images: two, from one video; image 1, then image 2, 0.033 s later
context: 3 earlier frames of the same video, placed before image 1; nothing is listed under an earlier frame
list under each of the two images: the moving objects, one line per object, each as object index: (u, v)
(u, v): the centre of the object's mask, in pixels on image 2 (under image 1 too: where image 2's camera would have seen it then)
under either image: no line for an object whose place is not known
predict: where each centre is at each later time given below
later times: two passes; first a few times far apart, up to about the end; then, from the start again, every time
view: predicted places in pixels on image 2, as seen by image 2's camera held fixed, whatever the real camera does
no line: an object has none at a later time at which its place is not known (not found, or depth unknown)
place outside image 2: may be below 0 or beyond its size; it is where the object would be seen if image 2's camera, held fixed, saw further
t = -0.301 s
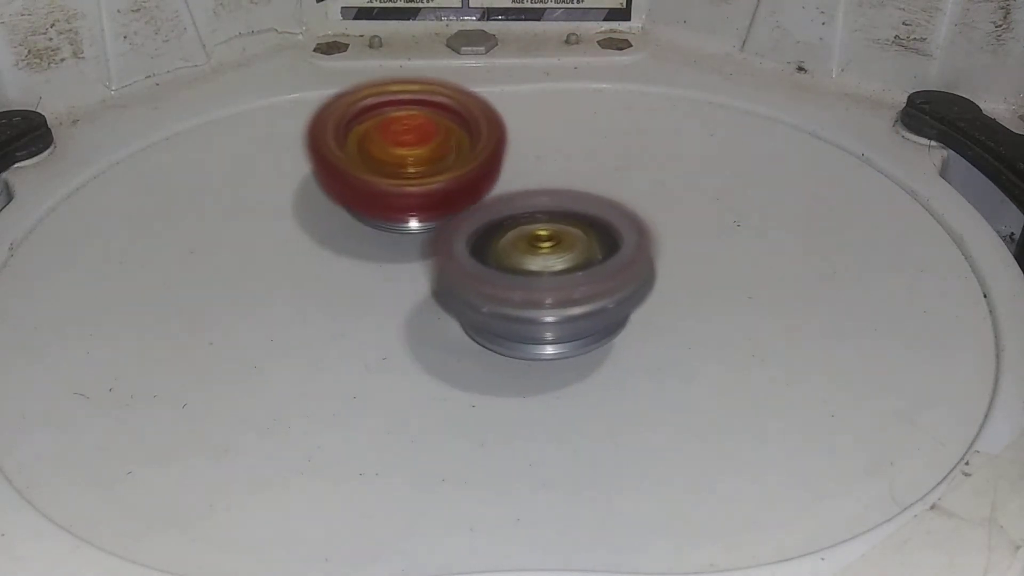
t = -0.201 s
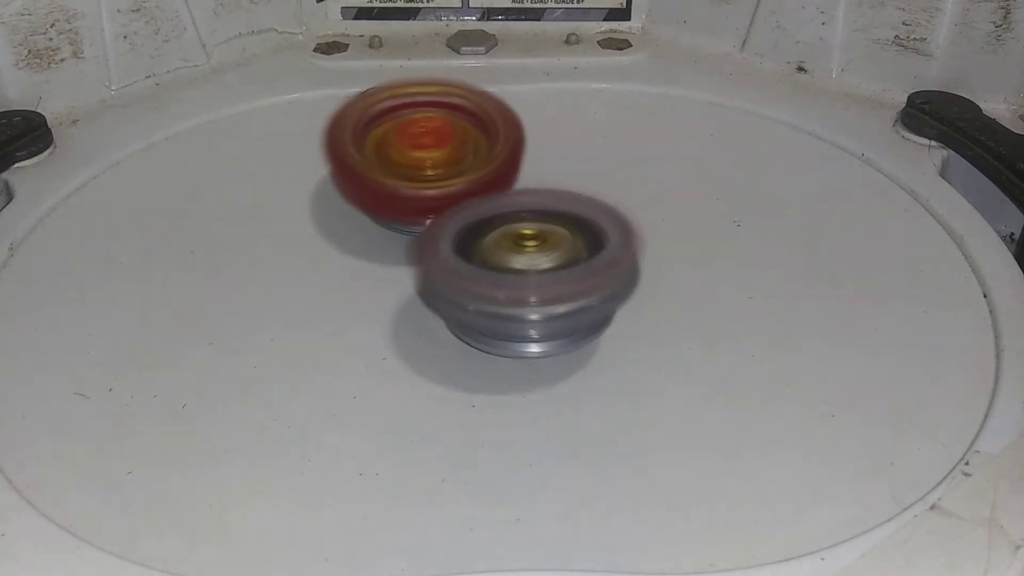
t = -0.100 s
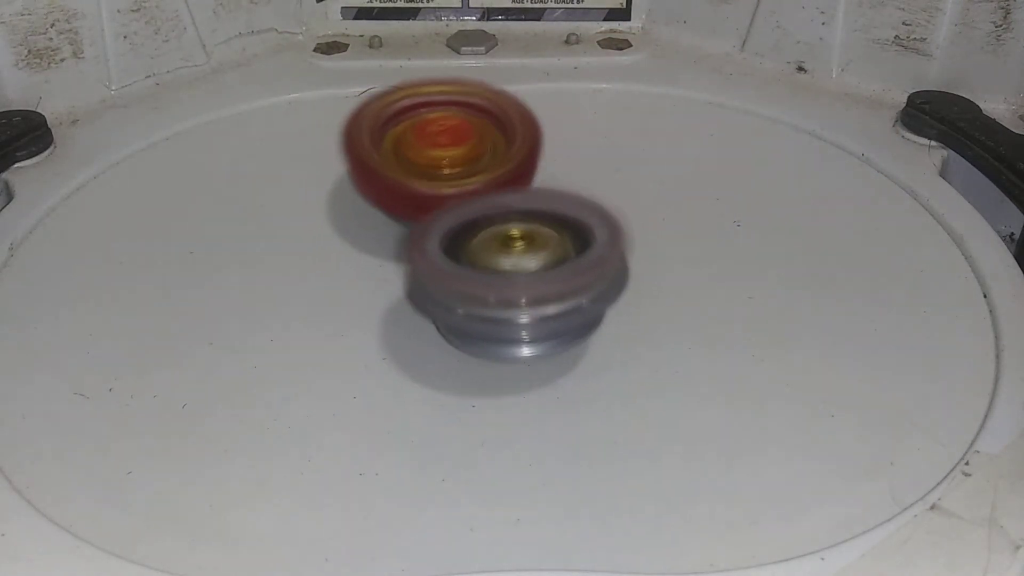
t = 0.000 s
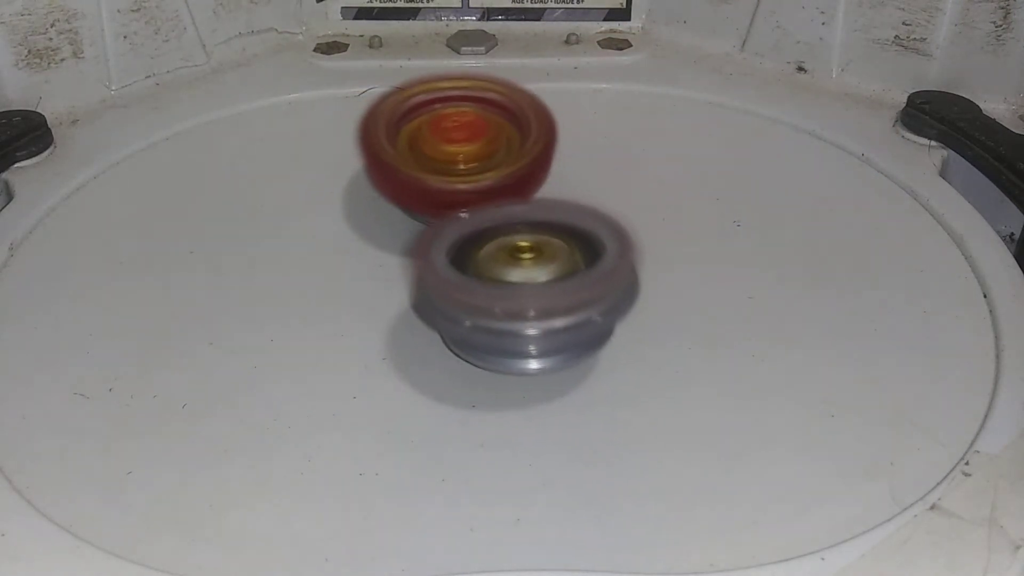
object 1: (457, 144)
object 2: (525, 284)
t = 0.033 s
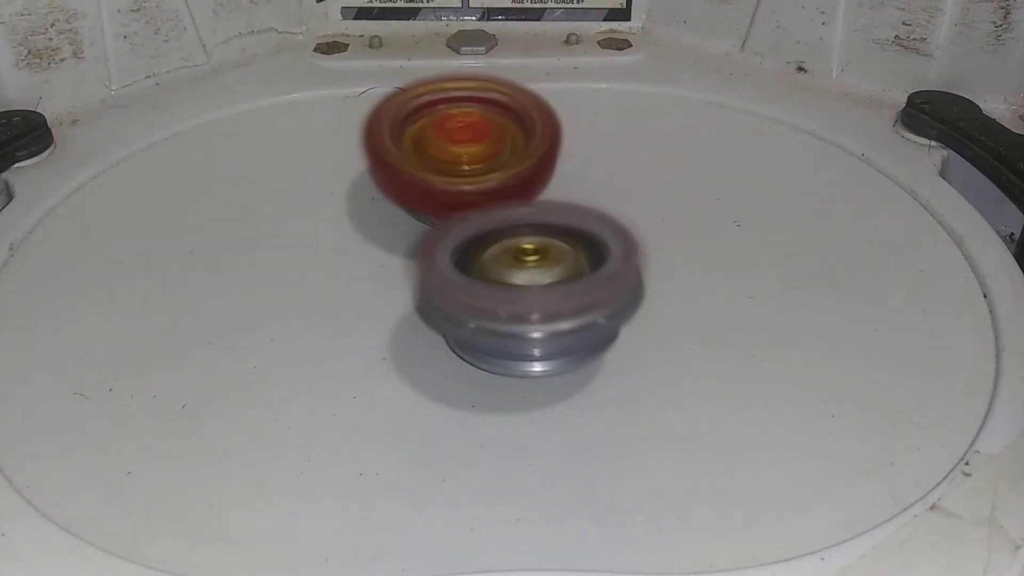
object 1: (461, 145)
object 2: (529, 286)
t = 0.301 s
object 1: (537, 158)
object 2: (540, 294)
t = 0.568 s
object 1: (647, 155)
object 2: (539, 281)
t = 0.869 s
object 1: (684, 140)
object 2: (438, 263)
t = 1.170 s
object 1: (648, 174)
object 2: (421, 246)
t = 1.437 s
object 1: (653, 238)
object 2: (407, 237)
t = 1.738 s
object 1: (682, 289)
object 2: (378, 224)
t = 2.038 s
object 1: (662, 309)
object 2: (393, 205)
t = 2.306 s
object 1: (598, 313)
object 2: (426, 190)
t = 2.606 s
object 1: (510, 310)
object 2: (445, 167)
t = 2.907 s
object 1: (398, 291)
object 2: (431, 151)
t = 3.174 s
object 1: (298, 285)
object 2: (442, 159)
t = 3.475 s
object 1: (282, 268)
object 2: (513, 183)
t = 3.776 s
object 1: (346, 237)
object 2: (586, 198)
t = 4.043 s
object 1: (407, 189)
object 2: (627, 212)
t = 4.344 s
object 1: (422, 154)
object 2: (648, 235)
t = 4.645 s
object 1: (443, 160)
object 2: (626, 265)
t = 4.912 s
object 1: (487, 183)
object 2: (593, 301)
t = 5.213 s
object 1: (582, 178)
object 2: (589, 321)
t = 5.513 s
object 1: (641, 171)
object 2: (567, 297)
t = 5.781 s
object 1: (656, 172)
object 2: (511, 272)
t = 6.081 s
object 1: (635, 178)
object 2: (429, 241)
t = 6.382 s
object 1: (628, 207)
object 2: (356, 214)
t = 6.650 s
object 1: (605, 246)
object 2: (351, 193)
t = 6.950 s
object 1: (569, 288)
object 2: (405, 179)
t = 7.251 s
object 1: (548, 310)
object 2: (467, 169)
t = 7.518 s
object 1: (518, 313)
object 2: (525, 165)
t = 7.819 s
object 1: (441, 276)
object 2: (595, 167)
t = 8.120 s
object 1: (382, 229)
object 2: (631, 187)
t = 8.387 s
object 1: (365, 199)
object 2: (623, 217)
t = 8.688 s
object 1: (394, 181)
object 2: (570, 247)
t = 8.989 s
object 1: (416, 156)
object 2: (550, 279)
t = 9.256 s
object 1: (455, 146)
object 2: (516, 304)
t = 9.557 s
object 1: (461, 116)
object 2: (507, 300)
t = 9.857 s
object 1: (499, 142)
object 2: (532, 280)
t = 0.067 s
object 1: (466, 147)
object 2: (533, 287)
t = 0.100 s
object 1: (472, 149)
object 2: (537, 287)
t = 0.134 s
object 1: (479, 151)
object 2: (540, 286)
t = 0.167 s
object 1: (487, 153)
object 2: (541, 284)
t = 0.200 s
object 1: (496, 154)
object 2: (540, 285)
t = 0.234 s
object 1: (508, 155)
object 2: (539, 287)
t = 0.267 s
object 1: (522, 156)
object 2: (538, 290)
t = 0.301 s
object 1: (537, 158)
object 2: (540, 294)
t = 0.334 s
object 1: (551, 159)
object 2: (543, 295)
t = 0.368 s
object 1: (566, 160)
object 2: (545, 295)
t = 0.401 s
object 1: (582, 159)
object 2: (548, 293)
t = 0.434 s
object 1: (597, 159)
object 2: (550, 291)
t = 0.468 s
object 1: (612, 158)
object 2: (551, 289)
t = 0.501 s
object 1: (626, 156)
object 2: (551, 286)
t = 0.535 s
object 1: (638, 156)
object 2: (546, 284)
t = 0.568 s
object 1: (647, 155)
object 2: (539, 281)
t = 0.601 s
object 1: (655, 154)
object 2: (531, 279)
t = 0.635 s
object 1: (661, 152)
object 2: (520, 277)
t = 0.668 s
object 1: (667, 150)
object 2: (511, 276)
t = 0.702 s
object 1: (672, 148)
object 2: (501, 274)
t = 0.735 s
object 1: (677, 145)
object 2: (492, 271)
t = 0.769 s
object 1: (681, 144)
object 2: (484, 267)
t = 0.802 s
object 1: (683, 142)
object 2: (472, 264)
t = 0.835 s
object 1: (684, 141)
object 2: (455, 264)
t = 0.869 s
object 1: (684, 140)
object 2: (438, 263)
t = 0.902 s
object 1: (683, 140)
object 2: (430, 261)
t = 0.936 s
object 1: (679, 140)
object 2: (427, 258)
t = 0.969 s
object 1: (675, 143)
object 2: (428, 256)
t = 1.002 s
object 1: (671, 146)
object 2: (428, 256)
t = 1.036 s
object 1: (666, 150)
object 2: (427, 255)
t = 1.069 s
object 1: (661, 155)
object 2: (425, 252)
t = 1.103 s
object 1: (656, 161)
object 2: (425, 250)
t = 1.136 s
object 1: (652, 168)
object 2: (424, 247)
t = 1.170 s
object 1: (648, 174)
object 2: (421, 246)
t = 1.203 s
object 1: (644, 181)
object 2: (418, 245)
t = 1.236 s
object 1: (641, 189)
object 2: (416, 243)
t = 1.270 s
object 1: (639, 197)
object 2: (417, 241)
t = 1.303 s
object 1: (638, 206)
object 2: (420, 239)
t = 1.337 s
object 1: (642, 214)
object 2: (418, 237)
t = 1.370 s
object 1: (646, 222)
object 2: (414, 236)
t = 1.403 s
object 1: (649, 230)
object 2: (411, 236)
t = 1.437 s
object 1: (653, 238)
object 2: (407, 237)
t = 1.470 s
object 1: (658, 246)
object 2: (400, 237)
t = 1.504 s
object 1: (662, 253)
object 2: (392, 237)
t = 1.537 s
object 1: (666, 260)
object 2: (384, 235)
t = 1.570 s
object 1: (671, 266)
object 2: (380, 233)
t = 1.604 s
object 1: (675, 272)
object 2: (378, 231)
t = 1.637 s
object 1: (677, 277)
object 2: (378, 229)
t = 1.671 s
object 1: (679, 281)
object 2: (379, 227)
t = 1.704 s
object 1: (680, 285)
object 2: (378, 226)
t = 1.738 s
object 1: (682, 289)
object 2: (378, 224)
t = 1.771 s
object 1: (683, 292)
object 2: (378, 222)
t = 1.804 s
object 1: (684, 295)
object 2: (378, 219)
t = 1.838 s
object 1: (683, 298)
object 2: (378, 217)
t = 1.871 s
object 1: (682, 301)
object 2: (380, 214)
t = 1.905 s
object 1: (680, 302)
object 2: (383, 212)
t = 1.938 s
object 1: (677, 305)
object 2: (386, 210)
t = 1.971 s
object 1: (673, 306)
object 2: (388, 208)
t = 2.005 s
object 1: (667, 308)
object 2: (391, 207)
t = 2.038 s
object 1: (662, 309)
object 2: (393, 205)
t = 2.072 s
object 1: (656, 310)
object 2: (397, 204)
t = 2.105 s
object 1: (649, 311)
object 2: (399, 201)
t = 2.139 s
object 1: (641, 311)
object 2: (402, 198)
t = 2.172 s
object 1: (633, 312)
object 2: (406, 196)
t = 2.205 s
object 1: (624, 313)
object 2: (410, 194)
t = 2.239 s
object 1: (615, 313)
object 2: (415, 192)
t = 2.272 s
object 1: (607, 313)
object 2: (421, 191)
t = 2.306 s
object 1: (598, 313)
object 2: (426, 190)
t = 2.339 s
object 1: (589, 312)
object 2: (431, 190)
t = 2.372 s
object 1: (581, 312)
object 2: (435, 188)
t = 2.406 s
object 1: (572, 311)
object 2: (440, 187)
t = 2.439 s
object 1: (562, 310)
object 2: (445, 186)
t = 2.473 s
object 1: (553, 310)
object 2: (448, 183)
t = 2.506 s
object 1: (542, 309)
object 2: (449, 177)
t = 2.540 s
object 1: (531, 307)
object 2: (449, 174)
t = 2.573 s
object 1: (521, 309)
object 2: (447, 171)
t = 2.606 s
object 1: (510, 310)
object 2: (445, 167)
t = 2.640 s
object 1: (501, 310)
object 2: (440, 164)
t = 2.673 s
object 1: (491, 308)
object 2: (432, 162)
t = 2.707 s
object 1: (480, 306)
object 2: (424, 160)
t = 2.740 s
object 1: (470, 303)
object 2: (417, 158)
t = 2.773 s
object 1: (459, 300)
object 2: (414, 157)
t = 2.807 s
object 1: (448, 296)
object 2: (412, 155)
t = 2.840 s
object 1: (432, 294)
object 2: (416, 154)
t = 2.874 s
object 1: (415, 293)
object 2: (425, 151)
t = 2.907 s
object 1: (398, 291)
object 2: (431, 151)
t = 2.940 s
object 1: (382, 290)
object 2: (433, 151)
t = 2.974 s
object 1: (367, 289)
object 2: (433, 151)
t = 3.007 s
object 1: (352, 288)
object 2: (431, 151)
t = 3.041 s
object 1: (338, 288)
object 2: (430, 152)
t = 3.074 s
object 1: (326, 287)
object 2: (431, 153)
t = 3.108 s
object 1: (314, 287)
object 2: (433, 154)
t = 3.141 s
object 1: (306, 286)
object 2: (438, 157)
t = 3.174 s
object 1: (298, 285)
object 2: (442, 159)
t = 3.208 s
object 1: (292, 285)
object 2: (446, 161)
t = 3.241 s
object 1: (287, 283)
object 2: (450, 163)
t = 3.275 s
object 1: (283, 282)
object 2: (455, 164)
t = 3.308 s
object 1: (280, 280)
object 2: (461, 166)
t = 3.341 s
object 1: (279, 278)
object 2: (470, 167)
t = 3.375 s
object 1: (279, 276)
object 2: (482, 170)
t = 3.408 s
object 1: (280, 273)
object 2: (493, 174)
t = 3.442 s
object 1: (281, 271)
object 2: (503, 179)
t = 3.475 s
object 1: (282, 268)
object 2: (513, 183)
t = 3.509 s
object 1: (285, 266)
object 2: (521, 186)
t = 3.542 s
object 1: (288, 263)
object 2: (529, 188)
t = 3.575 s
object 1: (294, 260)
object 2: (537, 189)
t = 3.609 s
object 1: (300, 257)
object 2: (546, 190)
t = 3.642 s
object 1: (307, 254)
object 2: (555, 191)
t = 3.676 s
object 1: (316, 250)
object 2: (564, 193)
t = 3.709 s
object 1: (326, 247)
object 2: (572, 194)
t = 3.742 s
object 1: (337, 242)
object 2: (579, 196)
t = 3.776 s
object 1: (346, 237)
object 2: (586, 198)
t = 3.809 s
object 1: (356, 232)
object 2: (592, 200)
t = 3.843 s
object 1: (366, 227)
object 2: (597, 201)
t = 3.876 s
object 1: (377, 221)
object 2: (602, 202)
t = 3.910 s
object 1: (386, 214)
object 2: (606, 203)
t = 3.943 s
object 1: (393, 208)
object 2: (612, 205)
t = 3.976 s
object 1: (399, 201)
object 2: (618, 208)
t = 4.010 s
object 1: (403, 195)
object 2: (623, 210)
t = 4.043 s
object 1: (407, 189)
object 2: (627, 212)
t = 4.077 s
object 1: (410, 182)
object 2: (632, 213)
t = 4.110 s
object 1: (411, 177)
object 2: (636, 215)
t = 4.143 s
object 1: (413, 172)
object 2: (639, 217)
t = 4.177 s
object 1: (415, 168)
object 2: (641, 219)
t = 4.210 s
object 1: (416, 164)
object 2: (643, 222)
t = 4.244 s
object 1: (417, 161)
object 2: (644, 225)
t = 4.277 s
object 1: (419, 158)
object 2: (645, 228)
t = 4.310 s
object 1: (420, 156)
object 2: (647, 231)
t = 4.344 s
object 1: (422, 154)
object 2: (648, 235)
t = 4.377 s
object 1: (424, 153)
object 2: (648, 238)
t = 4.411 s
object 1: (425, 152)
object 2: (648, 242)
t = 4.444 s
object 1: (426, 152)
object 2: (648, 245)
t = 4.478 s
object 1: (428, 151)
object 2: (647, 248)
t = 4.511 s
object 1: (430, 152)
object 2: (644, 251)
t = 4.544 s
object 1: (433, 153)
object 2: (641, 254)
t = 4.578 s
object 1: (436, 155)
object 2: (637, 258)
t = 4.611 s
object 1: (439, 157)
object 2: (632, 262)
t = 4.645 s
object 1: (443, 160)
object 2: (626, 265)
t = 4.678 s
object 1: (447, 164)
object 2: (621, 269)
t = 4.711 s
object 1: (450, 167)
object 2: (615, 271)
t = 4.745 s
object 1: (455, 169)
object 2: (609, 273)
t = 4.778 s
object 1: (459, 173)
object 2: (603, 275)
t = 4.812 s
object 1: (465, 177)
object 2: (599, 277)
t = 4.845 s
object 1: (472, 179)
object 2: (597, 288)
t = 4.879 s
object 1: (479, 180)
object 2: (596, 295)
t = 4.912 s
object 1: (487, 183)
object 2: (593, 301)
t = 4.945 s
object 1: (498, 184)
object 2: (590, 305)
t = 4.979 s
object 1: (510, 183)
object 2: (590, 317)
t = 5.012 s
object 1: (522, 182)
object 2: (588, 322)
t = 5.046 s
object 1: (532, 182)
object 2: (588, 325)
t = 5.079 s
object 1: (542, 182)
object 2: (589, 326)
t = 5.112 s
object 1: (553, 182)
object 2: (589, 326)
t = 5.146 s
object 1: (562, 181)
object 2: (588, 325)
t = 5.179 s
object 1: (573, 180)
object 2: (588, 324)
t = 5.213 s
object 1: (582, 178)
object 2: (589, 321)
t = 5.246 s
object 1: (591, 178)
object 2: (588, 319)
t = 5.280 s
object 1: (600, 176)
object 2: (588, 317)
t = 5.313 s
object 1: (608, 175)
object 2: (587, 313)
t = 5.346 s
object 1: (616, 174)
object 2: (585, 311)
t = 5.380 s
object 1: (621, 173)
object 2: (583, 308)
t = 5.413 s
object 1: (627, 172)
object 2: (581, 305)
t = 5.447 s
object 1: (632, 172)
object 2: (577, 302)
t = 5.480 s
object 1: (637, 171)
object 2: (571, 300)
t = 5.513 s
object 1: (641, 171)
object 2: (567, 297)
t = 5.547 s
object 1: (645, 172)
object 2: (560, 294)
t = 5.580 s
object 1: (649, 172)
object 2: (553, 292)
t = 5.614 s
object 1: (651, 172)
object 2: (545, 289)
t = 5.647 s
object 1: (653, 172)
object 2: (538, 286)
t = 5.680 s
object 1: (655, 172)
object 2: (534, 282)
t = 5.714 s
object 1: (656, 172)
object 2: (526, 278)
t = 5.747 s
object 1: (656, 172)
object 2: (518, 275)
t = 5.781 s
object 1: (656, 172)
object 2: (511, 272)
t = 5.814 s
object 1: (654, 173)
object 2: (506, 267)
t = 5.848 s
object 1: (653, 173)
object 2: (495, 264)
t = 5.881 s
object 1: (654, 173)
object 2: (482, 261)
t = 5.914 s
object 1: (653, 172)
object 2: (472, 257)
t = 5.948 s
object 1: (651, 171)
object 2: (459, 255)
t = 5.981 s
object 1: (648, 172)
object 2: (447, 252)
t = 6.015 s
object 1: (644, 173)
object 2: (439, 248)
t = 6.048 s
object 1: (640, 175)
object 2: (433, 244)
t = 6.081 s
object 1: (635, 178)
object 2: (429, 241)
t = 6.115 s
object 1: (631, 181)
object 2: (426, 238)
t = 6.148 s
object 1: (626, 183)
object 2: (424, 235)
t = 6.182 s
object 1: (626, 186)
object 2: (413, 231)
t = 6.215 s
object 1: (628, 189)
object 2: (392, 229)
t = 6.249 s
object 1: (630, 192)
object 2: (380, 225)
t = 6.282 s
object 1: (630, 195)
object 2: (373, 221)
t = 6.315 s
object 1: (630, 199)
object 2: (367, 218)
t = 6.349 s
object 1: (629, 203)
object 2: (362, 216)
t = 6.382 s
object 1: (628, 207)
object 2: (356, 214)
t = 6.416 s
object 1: (626, 212)
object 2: (351, 210)
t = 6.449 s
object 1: (624, 217)
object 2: (348, 208)
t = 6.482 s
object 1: (622, 222)
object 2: (346, 205)
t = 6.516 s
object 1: (619, 227)
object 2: (344, 203)
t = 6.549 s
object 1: (615, 232)
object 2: (344, 200)
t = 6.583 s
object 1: (611, 237)
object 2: (346, 198)
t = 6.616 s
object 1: (608, 241)
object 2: (347, 196)
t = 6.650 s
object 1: (605, 246)
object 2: (351, 193)
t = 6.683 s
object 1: (601, 251)
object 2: (354, 191)
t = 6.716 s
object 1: (596, 257)
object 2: (359, 189)
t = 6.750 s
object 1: (591, 262)
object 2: (366, 187)
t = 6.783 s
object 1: (586, 267)
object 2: (372, 185)
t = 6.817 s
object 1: (583, 271)
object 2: (380, 183)
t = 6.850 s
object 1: (579, 276)
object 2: (387, 182)
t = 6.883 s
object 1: (575, 281)
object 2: (393, 181)
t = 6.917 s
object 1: (571, 285)
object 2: (399, 179)
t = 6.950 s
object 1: (569, 288)
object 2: (405, 179)
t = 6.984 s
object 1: (565, 292)
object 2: (411, 178)
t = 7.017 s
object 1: (562, 295)
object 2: (418, 176)
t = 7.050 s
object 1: (560, 297)
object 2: (426, 175)
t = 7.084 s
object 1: (558, 301)
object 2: (433, 174)
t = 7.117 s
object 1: (556, 304)
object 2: (441, 173)
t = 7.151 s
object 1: (554, 306)
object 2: (447, 172)
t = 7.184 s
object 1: (552, 307)
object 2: (453, 172)
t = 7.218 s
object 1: (550, 309)
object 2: (460, 170)
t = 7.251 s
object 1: (548, 310)
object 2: (467, 169)
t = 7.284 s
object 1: (545, 312)
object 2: (474, 168)
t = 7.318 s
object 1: (541, 313)
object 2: (481, 165)
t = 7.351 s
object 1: (538, 314)
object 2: (488, 165)
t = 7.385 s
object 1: (535, 314)
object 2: (494, 166)
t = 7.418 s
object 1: (532, 314)
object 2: (501, 166)
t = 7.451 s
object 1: (528, 314)
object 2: (509, 165)
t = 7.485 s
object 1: (524, 314)
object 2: (516, 166)
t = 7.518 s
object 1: (518, 313)
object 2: (525, 165)
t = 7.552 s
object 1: (510, 312)
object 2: (540, 163)
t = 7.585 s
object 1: (502, 310)
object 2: (550, 162)
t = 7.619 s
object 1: (494, 307)
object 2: (558, 162)
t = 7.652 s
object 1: (486, 303)
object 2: (565, 162)
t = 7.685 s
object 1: (479, 299)
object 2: (571, 162)
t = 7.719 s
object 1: (469, 293)
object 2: (578, 163)
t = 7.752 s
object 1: (458, 287)
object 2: (584, 164)
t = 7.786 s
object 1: (448, 281)
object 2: (589, 165)
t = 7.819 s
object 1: (441, 276)
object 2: (595, 167)
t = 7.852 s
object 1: (434, 271)
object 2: (600, 169)
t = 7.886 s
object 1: (427, 266)
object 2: (605, 171)
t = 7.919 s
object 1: (421, 262)
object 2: (611, 173)
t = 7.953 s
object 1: (414, 257)
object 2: (614, 174)
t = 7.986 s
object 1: (407, 252)
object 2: (618, 176)
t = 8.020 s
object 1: (400, 245)
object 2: (622, 178)
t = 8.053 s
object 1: (393, 240)
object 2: (626, 180)
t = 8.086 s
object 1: (387, 234)
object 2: (629, 183)
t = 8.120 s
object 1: (382, 229)
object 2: (631, 187)
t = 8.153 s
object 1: (377, 224)
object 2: (632, 191)
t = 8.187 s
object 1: (373, 220)
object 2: (633, 194)
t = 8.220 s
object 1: (371, 216)
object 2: (633, 198)
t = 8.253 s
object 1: (369, 212)
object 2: (633, 202)
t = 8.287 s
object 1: (367, 209)
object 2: (632, 206)
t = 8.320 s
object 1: (366, 205)
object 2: (630, 210)
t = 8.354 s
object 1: (365, 202)
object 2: (627, 213)
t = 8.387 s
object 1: (365, 199)
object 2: (623, 217)
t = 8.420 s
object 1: (366, 197)
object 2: (620, 221)
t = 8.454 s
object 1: (368, 194)
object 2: (615, 225)
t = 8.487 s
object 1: (371, 192)
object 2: (611, 228)
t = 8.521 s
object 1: (375, 190)
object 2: (604, 231)
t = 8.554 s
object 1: (379, 189)
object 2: (597, 235)
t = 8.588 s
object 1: (384, 187)
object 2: (590, 238)
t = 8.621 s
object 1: (388, 186)
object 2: (583, 241)
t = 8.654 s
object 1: (392, 184)
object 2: (576, 244)
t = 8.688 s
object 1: (394, 181)
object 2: (570, 247)
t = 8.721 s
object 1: (397, 175)
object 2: (573, 258)
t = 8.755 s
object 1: (399, 171)
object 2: (573, 265)
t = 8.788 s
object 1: (401, 168)
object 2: (571, 270)
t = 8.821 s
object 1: (403, 165)
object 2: (567, 273)
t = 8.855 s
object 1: (406, 162)
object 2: (564, 274)
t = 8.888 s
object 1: (408, 160)
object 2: (560, 276)
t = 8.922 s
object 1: (411, 159)
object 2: (557, 277)
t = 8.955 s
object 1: (413, 157)
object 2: (554, 278)
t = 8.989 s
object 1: (416, 156)
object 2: (550, 279)
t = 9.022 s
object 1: (419, 156)
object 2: (547, 279)
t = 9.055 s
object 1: (422, 155)
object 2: (543, 279)
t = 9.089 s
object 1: (425, 156)
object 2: (538, 278)
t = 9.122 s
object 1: (428, 156)
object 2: (533, 277)
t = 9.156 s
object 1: (433, 158)
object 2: (529, 277)
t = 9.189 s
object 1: (437, 158)
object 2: (523, 275)
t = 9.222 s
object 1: (451, 161)
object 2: (520, 281)
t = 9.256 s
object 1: (455, 146)
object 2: (516, 304)
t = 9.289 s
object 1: (456, 137)
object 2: (509, 313)
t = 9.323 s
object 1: (456, 132)
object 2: (503, 317)
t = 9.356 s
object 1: (457, 126)
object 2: (502, 316)
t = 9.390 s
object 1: (458, 122)
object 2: (503, 314)
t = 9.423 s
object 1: (458, 119)
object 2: (504, 312)
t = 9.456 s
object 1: (458, 117)
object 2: (504, 309)
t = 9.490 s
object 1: (459, 116)
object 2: (505, 306)
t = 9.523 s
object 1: (461, 115)
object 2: (506, 303)
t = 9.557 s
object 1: (461, 116)
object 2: (507, 300)
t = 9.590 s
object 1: (462, 118)
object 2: (509, 295)
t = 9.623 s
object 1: (464, 120)
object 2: (510, 292)
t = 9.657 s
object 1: (466, 122)
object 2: (512, 288)
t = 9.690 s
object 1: (469, 125)
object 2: (514, 284)
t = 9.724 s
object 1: (473, 130)
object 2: (517, 280)
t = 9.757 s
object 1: (477, 135)
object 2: (520, 277)
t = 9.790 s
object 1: (482, 139)
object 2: (523, 272)
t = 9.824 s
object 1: (491, 141)
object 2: (528, 275)
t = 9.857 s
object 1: (499, 142)
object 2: (532, 280)
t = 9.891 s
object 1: (507, 141)
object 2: (534, 280)
